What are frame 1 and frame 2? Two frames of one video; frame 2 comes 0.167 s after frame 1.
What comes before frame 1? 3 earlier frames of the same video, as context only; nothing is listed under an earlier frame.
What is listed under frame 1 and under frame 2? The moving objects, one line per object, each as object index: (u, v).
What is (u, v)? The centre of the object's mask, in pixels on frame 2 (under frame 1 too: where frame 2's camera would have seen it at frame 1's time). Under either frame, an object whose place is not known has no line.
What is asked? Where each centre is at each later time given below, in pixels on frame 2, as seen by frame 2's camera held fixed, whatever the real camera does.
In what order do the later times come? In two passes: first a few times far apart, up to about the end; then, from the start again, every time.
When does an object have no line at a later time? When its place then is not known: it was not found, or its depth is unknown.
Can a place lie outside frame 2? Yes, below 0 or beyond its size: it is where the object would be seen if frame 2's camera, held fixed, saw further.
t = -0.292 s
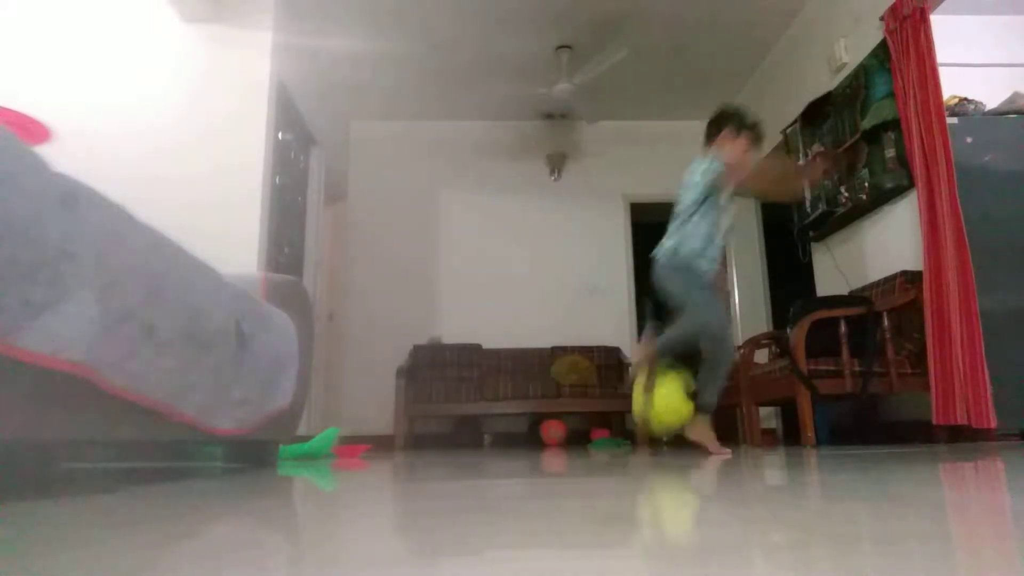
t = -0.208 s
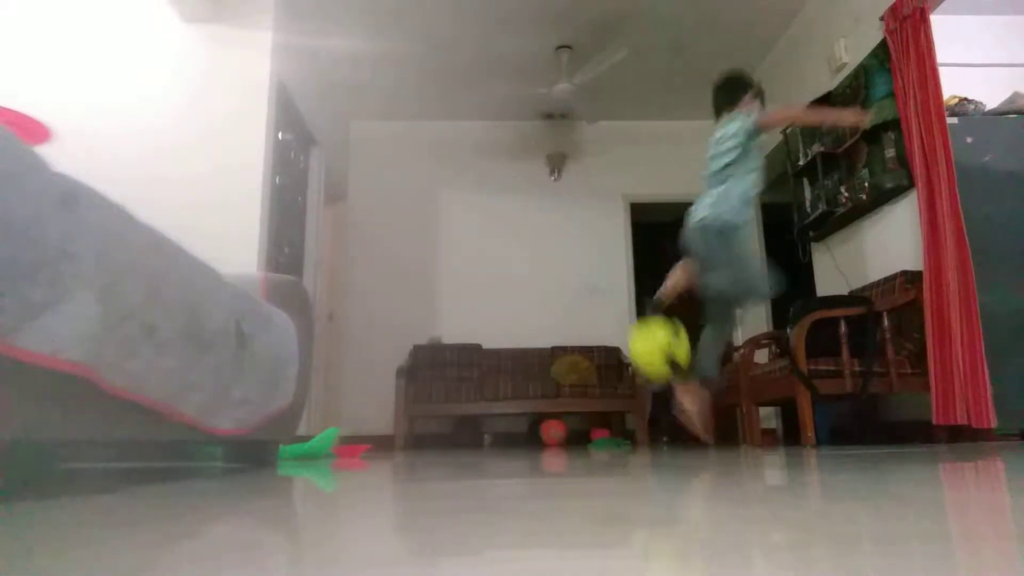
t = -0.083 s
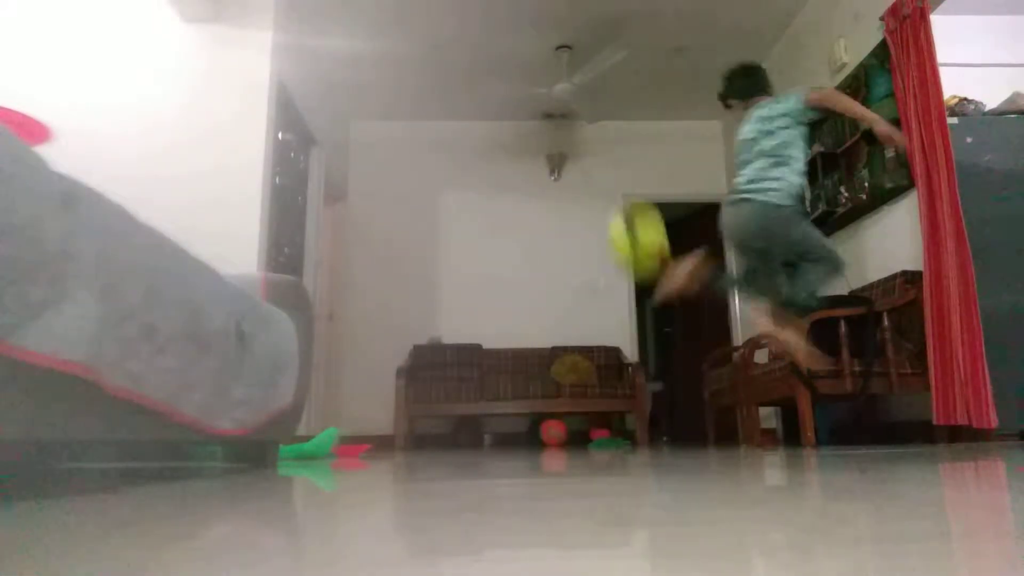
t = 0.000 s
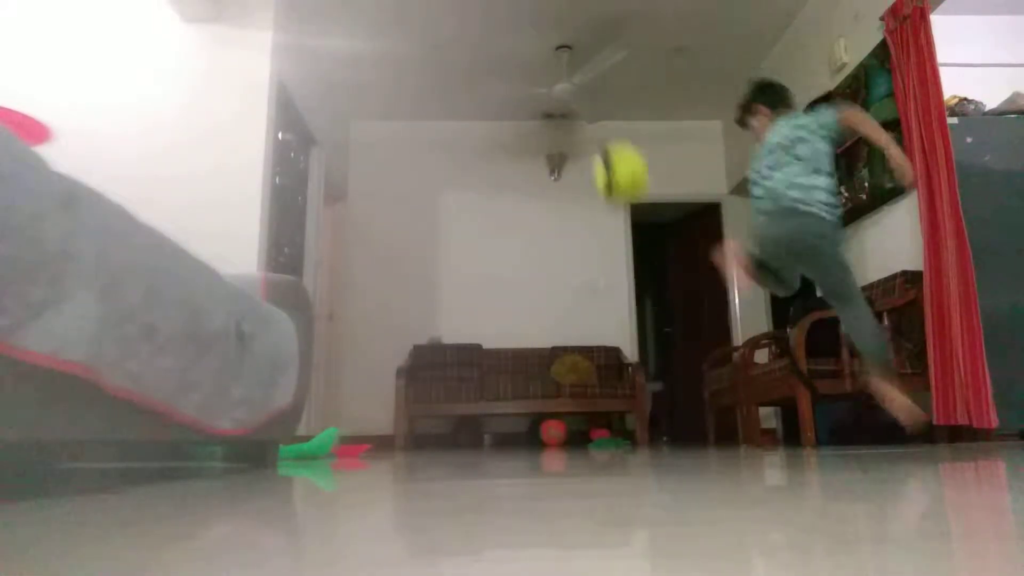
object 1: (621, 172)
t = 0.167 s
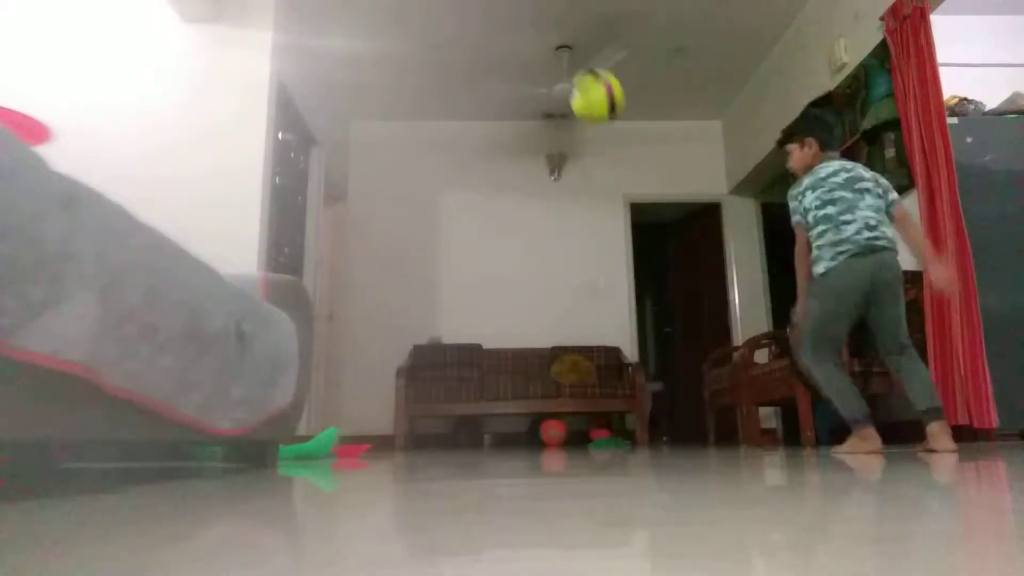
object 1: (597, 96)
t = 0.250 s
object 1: (586, 83)
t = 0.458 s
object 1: (562, 113)
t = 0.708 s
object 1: (539, 274)
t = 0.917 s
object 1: (520, 396)
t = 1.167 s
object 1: (495, 340)
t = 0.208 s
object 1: (592, 88)
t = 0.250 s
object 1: (586, 83)
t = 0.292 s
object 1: (581, 82)
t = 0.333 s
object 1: (576, 84)
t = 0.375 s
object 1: (571, 90)
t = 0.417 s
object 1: (566, 98)
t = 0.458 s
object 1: (562, 113)
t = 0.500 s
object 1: (557, 129)
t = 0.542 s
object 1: (554, 148)
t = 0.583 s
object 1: (550, 172)
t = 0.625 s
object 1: (547, 202)
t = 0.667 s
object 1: (544, 238)
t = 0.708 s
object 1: (539, 274)
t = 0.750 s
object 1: (534, 311)
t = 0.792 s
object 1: (532, 363)
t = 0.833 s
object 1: (529, 408)
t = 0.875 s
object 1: (525, 419)
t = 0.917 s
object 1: (520, 396)
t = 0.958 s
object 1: (516, 376)
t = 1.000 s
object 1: (512, 364)
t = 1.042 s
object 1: (507, 352)
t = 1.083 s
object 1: (503, 344)
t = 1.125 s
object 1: (499, 340)
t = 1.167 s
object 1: (495, 340)
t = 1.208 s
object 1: (491, 344)
